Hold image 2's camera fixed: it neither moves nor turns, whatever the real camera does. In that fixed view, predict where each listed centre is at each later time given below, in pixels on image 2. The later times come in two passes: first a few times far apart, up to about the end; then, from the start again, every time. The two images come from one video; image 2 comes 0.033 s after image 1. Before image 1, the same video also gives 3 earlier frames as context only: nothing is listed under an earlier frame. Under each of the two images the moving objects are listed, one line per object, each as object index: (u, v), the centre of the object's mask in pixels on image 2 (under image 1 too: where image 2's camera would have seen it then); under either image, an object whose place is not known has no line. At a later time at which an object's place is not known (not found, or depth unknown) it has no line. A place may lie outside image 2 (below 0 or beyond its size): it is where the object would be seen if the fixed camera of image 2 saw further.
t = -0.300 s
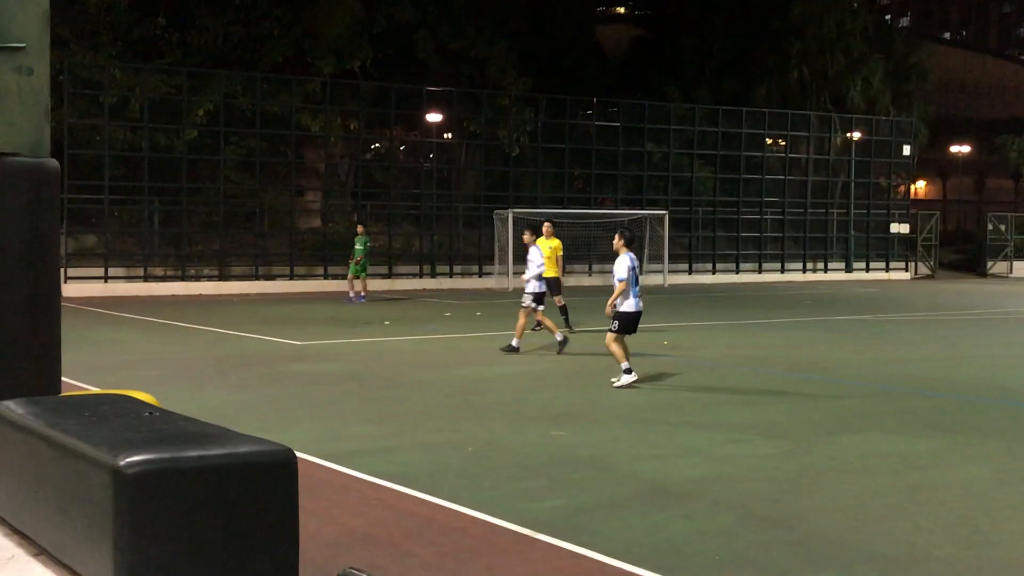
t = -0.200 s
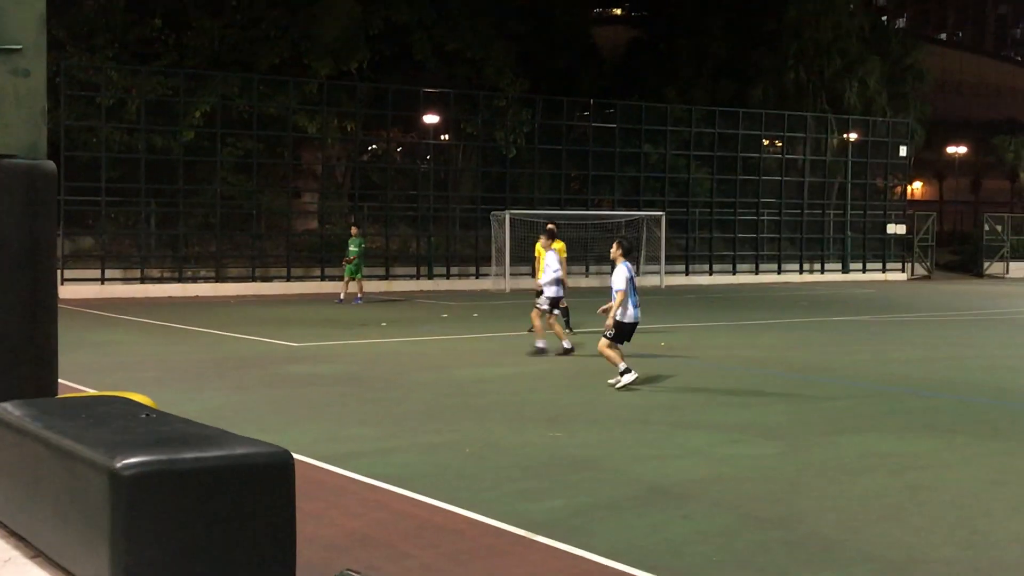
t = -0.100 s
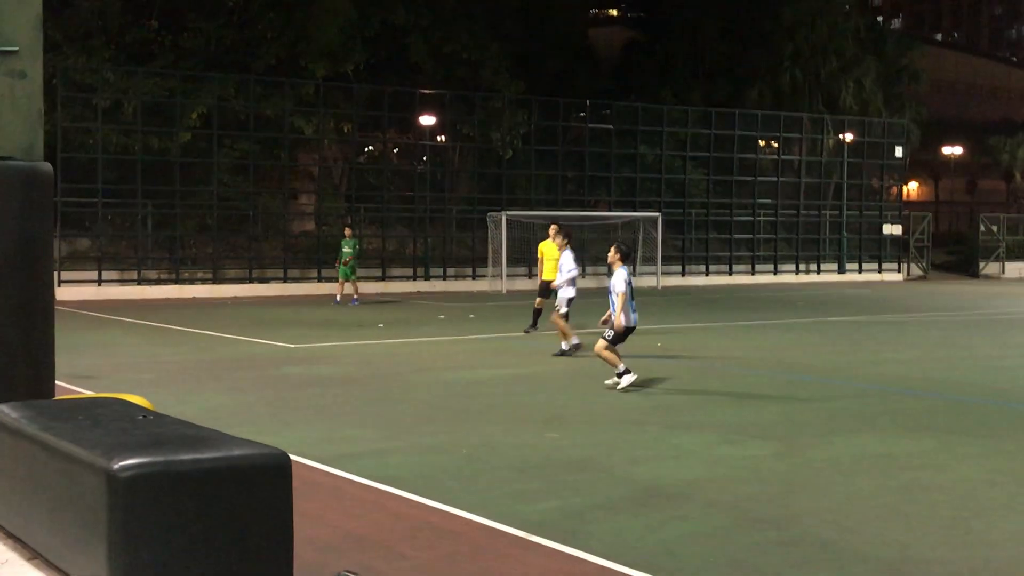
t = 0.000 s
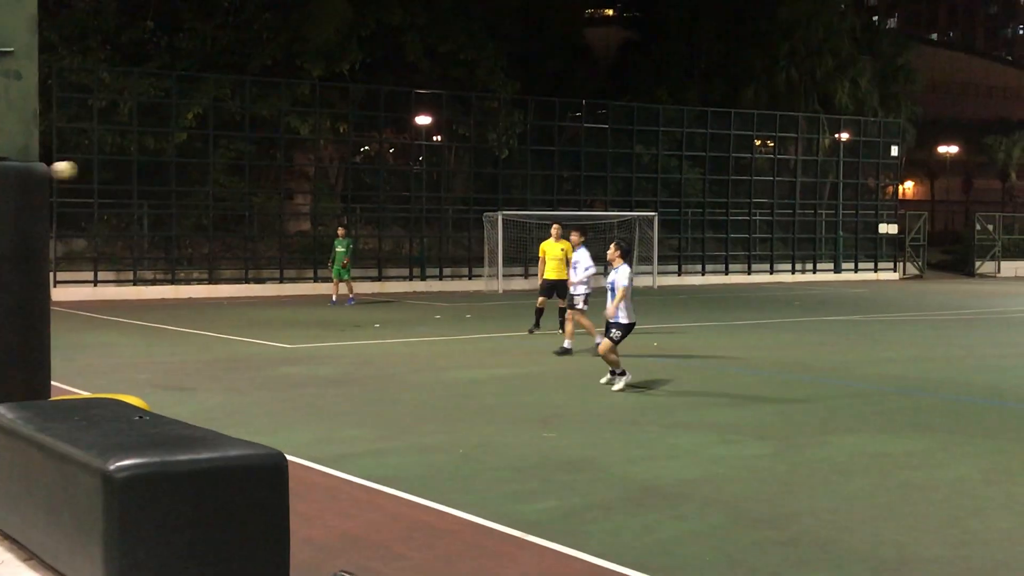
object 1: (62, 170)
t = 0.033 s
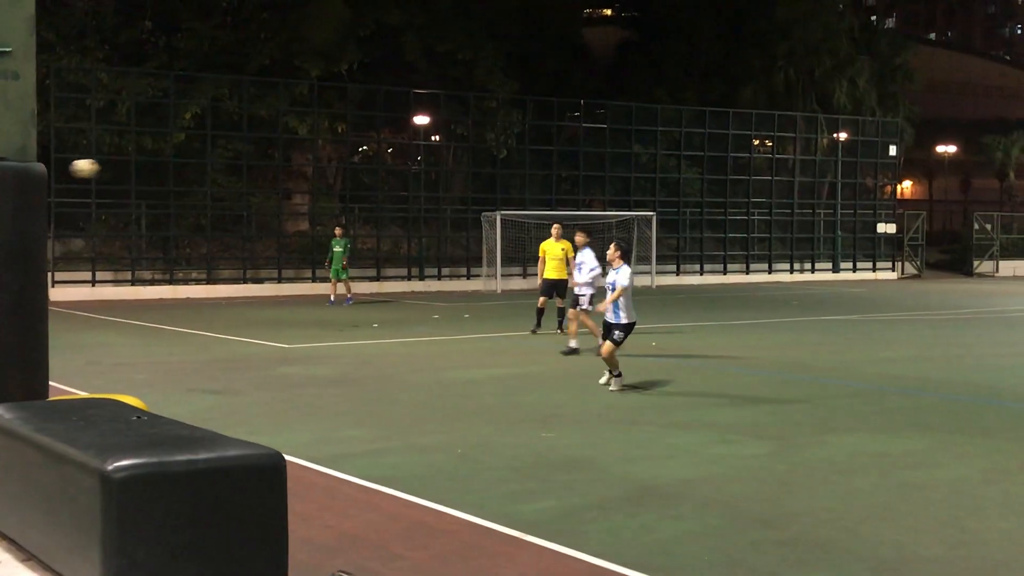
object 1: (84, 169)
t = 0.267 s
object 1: (269, 180)
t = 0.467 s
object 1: (461, 240)
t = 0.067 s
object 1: (108, 167)
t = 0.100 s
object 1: (134, 167)
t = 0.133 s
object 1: (159, 167)
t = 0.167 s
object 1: (185, 169)
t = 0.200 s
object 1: (213, 172)
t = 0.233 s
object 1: (240, 175)
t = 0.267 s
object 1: (269, 180)
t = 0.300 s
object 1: (298, 186)
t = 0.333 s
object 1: (329, 194)
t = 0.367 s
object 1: (360, 203)
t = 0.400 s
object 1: (392, 214)
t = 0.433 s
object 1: (430, 226)
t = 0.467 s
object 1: (461, 240)
